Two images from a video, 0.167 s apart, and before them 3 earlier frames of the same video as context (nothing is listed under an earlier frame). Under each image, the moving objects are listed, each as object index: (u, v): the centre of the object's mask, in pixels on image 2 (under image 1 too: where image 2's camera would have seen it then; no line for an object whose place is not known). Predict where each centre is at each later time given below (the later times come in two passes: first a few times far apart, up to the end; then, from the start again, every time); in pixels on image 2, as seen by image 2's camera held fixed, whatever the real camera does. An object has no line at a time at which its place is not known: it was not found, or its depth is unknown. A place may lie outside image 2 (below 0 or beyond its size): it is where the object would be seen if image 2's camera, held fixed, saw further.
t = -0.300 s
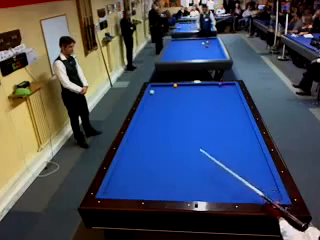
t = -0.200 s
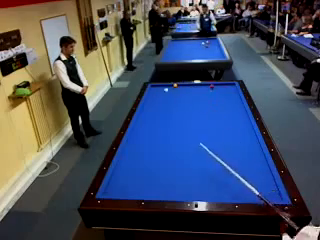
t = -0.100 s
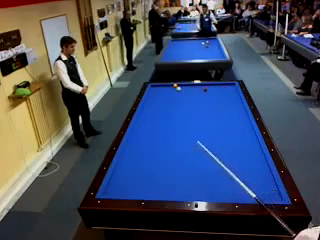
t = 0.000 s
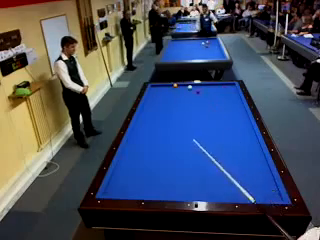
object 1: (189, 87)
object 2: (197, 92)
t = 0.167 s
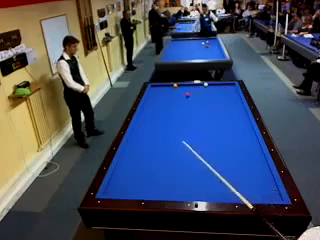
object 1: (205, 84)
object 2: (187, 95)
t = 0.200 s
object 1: (208, 84)
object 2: (186, 95)
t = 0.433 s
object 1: (223, 85)
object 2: (167, 102)
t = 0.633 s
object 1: (232, 86)
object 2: (152, 108)
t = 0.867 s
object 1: (222, 87)
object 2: (145, 114)
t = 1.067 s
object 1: (214, 88)
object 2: (151, 121)
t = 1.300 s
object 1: (206, 89)
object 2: (160, 129)
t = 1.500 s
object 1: (199, 90)
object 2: (169, 137)
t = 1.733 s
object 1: (191, 91)
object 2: (180, 147)
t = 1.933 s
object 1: (183, 91)
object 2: (190, 157)
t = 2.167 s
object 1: (175, 92)
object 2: (204, 172)
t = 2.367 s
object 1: (169, 93)
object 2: (218, 184)
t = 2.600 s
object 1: (161, 93)
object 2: (236, 195)
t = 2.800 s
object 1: (154, 94)
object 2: (250, 187)
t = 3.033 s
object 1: (149, 95)
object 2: (264, 178)
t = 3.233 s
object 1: (152, 95)
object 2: (263, 171)
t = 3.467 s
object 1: (157, 96)
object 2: (251, 163)
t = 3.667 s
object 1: (160, 96)
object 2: (242, 157)
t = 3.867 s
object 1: (163, 96)
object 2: (233, 151)
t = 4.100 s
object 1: (167, 96)
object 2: (225, 146)
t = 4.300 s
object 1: (170, 96)
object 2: (218, 141)
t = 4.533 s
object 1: (173, 96)
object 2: (210, 136)
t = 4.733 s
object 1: (176, 97)
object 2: (205, 132)
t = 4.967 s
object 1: (180, 97)
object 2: (198, 128)
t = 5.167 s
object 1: (182, 97)
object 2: (193, 125)
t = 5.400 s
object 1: (185, 98)
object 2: (188, 121)
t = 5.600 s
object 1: (187, 98)
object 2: (183, 118)
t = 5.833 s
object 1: (190, 98)
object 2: (179, 115)
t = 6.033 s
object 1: (192, 98)
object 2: (175, 113)
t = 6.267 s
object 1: (195, 98)
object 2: (171, 110)
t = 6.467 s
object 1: (197, 98)
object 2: (168, 108)
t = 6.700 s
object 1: (199, 99)
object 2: (164, 105)
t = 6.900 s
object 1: (200, 99)
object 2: (161, 103)
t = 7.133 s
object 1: (202, 99)
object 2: (158, 102)
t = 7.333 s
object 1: (204, 99)
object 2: (155, 100)
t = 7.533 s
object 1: (205, 99)
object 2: (152, 99)
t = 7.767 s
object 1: (206, 99)
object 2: (150, 97)
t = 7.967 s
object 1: (207, 99)
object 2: (148, 96)
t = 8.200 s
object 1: (209, 99)
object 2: (149, 94)
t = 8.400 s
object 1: (209, 99)
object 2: (151, 93)
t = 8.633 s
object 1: (210, 100)
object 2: (153, 92)
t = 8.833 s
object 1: (210, 99)
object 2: (154, 92)
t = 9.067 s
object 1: (211, 100)
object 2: (156, 91)
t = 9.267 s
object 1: (211, 100)
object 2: (157, 90)
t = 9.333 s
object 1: (211, 100)
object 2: (157, 90)
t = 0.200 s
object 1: (208, 84)
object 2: (186, 95)
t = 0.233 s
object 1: (210, 84)
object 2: (182, 97)
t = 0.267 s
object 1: (212, 84)
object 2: (180, 98)
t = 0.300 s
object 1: (214, 84)
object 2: (177, 98)
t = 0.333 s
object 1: (217, 85)
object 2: (175, 99)
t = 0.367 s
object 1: (219, 85)
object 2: (173, 100)
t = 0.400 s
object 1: (221, 85)
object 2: (170, 101)
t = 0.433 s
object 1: (223, 85)
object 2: (167, 102)
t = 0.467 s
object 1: (226, 86)
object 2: (165, 103)
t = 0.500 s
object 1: (228, 85)
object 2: (162, 103)
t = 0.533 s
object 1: (231, 86)
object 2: (160, 104)
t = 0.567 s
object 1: (233, 86)
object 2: (157, 106)
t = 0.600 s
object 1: (233, 86)
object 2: (155, 107)
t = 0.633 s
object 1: (232, 86)
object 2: (152, 108)
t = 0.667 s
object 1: (230, 86)
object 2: (149, 108)
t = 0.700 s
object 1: (228, 86)
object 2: (146, 109)
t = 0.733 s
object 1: (227, 87)
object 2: (144, 111)
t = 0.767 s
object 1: (226, 87)
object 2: (141, 111)
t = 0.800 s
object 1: (225, 87)
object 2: (142, 112)
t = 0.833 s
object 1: (223, 87)
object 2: (143, 113)
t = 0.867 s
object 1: (222, 87)
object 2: (145, 114)
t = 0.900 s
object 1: (221, 87)
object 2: (146, 115)
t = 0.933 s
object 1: (220, 87)
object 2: (148, 116)
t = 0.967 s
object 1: (218, 88)
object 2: (148, 117)
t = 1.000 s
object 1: (217, 88)
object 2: (149, 119)
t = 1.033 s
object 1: (216, 88)
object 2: (151, 119)
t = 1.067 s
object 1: (214, 88)
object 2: (151, 121)
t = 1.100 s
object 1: (213, 88)
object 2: (153, 122)
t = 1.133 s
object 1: (212, 88)
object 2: (154, 123)
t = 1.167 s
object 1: (211, 88)
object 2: (155, 124)
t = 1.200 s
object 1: (210, 89)
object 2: (156, 125)
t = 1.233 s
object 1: (208, 89)
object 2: (157, 127)
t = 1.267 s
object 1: (207, 89)
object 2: (159, 128)
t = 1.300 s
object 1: (206, 89)
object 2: (160, 129)
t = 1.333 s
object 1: (205, 89)
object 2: (162, 130)
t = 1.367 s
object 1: (203, 89)
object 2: (163, 132)
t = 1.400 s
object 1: (203, 89)
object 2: (164, 133)
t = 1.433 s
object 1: (202, 89)
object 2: (166, 134)
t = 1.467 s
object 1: (200, 90)
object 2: (167, 136)
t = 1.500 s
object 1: (199, 90)
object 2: (169, 137)
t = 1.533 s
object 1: (198, 90)
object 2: (170, 138)
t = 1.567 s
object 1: (196, 90)
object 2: (172, 140)
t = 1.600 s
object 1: (195, 90)
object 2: (173, 141)
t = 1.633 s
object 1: (194, 90)
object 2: (174, 143)
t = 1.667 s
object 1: (193, 90)
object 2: (176, 144)
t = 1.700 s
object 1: (192, 91)
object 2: (178, 146)
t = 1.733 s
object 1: (191, 91)
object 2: (180, 147)
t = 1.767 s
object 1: (189, 91)
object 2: (181, 149)
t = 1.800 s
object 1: (188, 91)
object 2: (183, 151)
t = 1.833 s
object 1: (187, 91)
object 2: (185, 153)
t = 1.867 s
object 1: (186, 91)
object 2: (186, 154)
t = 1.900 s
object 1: (185, 91)
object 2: (188, 156)
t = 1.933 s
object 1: (183, 91)
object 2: (190, 157)
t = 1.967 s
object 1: (182, 91)
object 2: (192, 159)
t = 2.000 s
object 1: (181, 92)
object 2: (194, 161)
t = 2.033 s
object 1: (180, 92)
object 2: (196, 163)
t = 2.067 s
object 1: (179, 92)
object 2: (198, 165)
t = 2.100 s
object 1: (178, 92)
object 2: (200, 167)
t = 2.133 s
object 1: (176, 92)
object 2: (202, 169)
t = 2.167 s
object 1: (175, 92)
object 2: (204, 172)
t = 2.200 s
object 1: (174, 92)
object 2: (207, 173)
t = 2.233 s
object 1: (173, 92)
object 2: (209, 175)
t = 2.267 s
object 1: (172, 93)
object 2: (211, 178)
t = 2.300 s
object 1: (171, 93)
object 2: (214, 180)
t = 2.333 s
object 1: (170, 93)
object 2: (216, 182)
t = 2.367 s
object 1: (169, 93)
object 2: (218, 184)
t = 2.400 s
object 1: (167, 93)
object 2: (221, 187)
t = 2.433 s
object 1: (166, 93)
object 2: (223, 189)
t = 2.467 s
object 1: (165, 93)
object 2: (227, 192)
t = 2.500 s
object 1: (164, 93)
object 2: (229, 194)
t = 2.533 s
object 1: (163, 93)
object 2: (232, 196)
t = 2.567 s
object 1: (162, 93)
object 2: (234, 196)
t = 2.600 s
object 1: (161, 93)
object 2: (236, 195)
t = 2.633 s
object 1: (159, 93)
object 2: (238, 194)
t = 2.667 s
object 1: (158, 94)
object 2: (241, 192)
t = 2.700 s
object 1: (157, 94)
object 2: (243, 191)
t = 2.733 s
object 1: (156, 94)
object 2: (245, 190)
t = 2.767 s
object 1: (155, 94)
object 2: (247, 188)
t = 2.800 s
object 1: (154, 94)
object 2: (250, 187)
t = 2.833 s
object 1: (153, 94)
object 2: (252, 185)
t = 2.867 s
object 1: (151, 94)
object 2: (254, 184)
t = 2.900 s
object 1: (151, 94)
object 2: (256, 183)
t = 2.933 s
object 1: (150, 94)
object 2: (258, 181)
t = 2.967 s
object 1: (148, 95)
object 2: (260, 180)
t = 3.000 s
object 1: (148, 95)
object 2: (262, 179)
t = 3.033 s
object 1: (149, 95)
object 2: (264, 178)
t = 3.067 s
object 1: (150, 95)
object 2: (266, 177)
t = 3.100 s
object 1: (150, 95)
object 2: (268, 175)
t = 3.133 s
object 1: (151, 95)
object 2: (268, 174)
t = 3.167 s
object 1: (151, 95)
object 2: (266, 173)
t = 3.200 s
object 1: (152, 95)
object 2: (264, 172)
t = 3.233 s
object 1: (152, 95)
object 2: (263, 171)
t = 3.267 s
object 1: (153, 95)
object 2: (261, 169)
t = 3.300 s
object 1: (153, 95)
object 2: (259, 168)
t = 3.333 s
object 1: (154, 95)
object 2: (257, 167)
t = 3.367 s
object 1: (155, 95)
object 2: (256, 166)
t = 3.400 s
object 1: (155, 95)
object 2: (254, 165)
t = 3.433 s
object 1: (156, 95)
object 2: (252, 164)
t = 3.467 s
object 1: (157, 96)
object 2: (251, 163)
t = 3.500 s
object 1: (157, 96)
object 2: (249, 162)
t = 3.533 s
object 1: (157, 95)
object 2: (248, 160)
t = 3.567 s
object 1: (158, 96)
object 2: (246, 159)
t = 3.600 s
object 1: (159, 96)
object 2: (245, 159)
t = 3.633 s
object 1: (159, 96)
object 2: (244, 157)
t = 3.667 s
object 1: (160, 96)
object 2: (242, 157)
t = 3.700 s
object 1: (160, 96)
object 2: (240, 156)
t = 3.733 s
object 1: (161, 96)
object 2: (239, 155)
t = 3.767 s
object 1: (162, 96)
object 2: (237, 154)
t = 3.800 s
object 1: (162, 96)
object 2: (236, 153)
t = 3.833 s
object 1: (163, 96)
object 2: (235, 152)
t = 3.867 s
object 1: (163, 96)
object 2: (233, 151)
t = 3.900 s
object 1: (164, 96)
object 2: (232, 150)
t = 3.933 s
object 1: (164, 96)
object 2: (231, 149)
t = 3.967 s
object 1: (165, 96)
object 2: (229, 148)
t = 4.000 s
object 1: (165, 96)
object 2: (228, 148)
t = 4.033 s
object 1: (166, 96)
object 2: (227, 147)
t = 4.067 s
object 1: (166, 96)
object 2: (226, 147)
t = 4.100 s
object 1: (167, 96)
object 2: (225, 146)
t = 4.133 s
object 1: (167, 96)
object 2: (224, 145)
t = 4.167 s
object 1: (168, 96)
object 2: (222, 144)
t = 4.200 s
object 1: (168, 96)
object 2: (221, 143)
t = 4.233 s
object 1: (169, 96)
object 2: (220, 142)
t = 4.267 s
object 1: (169, 96)
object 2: (219, 142)
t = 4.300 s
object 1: (170, 96)
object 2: (218, 141)
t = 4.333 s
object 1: (170, 96)
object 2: (217, 140)
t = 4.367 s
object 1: (171, 96)
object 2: (216, 139)
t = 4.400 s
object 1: (171, 96)
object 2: (215, 139)
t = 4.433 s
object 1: (172, 96)
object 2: (214, 138)
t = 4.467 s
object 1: (172, 96)
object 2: (212, 138)
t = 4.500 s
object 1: (173, 97)
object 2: (212, 137)
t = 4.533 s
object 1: (173, 96)
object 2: (210, 136)
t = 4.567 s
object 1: (173, 97)
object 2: (210, 136)
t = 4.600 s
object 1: (174, 97)
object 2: (209, 135)
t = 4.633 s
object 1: (175, 97)
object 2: (208, 134)
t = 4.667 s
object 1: (175, 97)
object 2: (207, 134)
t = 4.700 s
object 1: (175, 97)
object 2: (205, 133)
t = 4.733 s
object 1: (176, 97)
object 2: (205, 132)
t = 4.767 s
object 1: (176, 97)
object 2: (204, 131)
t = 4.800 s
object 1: (177, 97)
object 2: (203, 131)
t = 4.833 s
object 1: (178, 97)
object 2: (202, 131)
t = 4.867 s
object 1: (178, 97)
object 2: (201, 130)
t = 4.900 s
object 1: (179, 97)
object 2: (200, 129)
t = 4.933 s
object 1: (179, 97)
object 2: (199, 129)
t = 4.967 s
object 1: (180, 97)
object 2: (198, 128)
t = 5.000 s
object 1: (180, 97)
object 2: (197, 128)
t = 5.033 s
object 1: (180, 97)
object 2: (196, 127)
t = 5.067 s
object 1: (181, 97)
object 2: (196, 126)
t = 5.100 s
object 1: (181, 97)
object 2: (195, 126)
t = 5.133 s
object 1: (182, 97)
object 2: (194, 125)
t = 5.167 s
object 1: (182, 97)
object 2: (193, 125)
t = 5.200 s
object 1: (183, 97)
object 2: (192, 124)
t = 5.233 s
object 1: (183, 97)
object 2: (192, 123)
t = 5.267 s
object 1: (183, 97)
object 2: (191, 123)
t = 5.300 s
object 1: (184, 98)
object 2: (190, 122)
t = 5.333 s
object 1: (184, 98)
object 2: (189, 122)
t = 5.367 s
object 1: (185, 97)
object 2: (189, 122)
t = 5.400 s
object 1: (185, 98)
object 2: (188, 121)
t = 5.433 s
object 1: (185, 98)
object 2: (187, 121)
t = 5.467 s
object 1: (186, 97)
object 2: (186, 120)
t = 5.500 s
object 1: (186, 98)
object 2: (186, 120)
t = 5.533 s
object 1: (187, 98)
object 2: (185, 119)
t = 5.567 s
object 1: (187, 98)
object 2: (184, 119)
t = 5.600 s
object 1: (187, 98)
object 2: (183, 118)
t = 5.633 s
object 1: (188, 98)
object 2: (183, 118)
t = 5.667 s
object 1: (188, 98)
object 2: (182, 117)
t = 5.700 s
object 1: (189, 98)
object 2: (182, 117)
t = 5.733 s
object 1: (189, 98)
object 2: (181, 117)
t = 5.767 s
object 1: (189, 98)
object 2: (180, 116)
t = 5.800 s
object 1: (190, 98)
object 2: (179, 115)
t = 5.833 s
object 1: (190, 98)
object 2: (179, 115)
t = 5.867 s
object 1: (191, 98)
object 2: (178, 115)
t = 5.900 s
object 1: (191, 98)
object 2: (178, 115)
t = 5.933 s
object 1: (191, 98)
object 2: (177, 114)
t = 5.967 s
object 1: (191, 98)
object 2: (176, 114)
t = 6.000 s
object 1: (192, 98)
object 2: (176, 114)
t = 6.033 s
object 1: (192, 98)
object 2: (175, 113)
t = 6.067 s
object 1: (193, 98)
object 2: (174, 113)
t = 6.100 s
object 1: (193, 98)
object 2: (174, 112)
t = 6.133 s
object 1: (194, 98)
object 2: (173, 111)
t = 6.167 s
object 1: (194, 98)
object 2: (173, 111)
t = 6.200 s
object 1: (194, 98)
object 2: (172, 111)
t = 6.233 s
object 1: (195, 98)
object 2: (171, 110)
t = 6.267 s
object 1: (195, 98)
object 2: (171, 110)
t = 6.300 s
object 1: (195, 98)
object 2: (170, 110)
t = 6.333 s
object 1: (195, 98)
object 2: (170, 109)
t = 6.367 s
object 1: (196, 98)
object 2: (169, 109)
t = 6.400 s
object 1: (196, 98)
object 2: (169, 109)
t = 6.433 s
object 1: (196, 98)
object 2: (168, 108)
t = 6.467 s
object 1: (197, 98)
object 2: (168, 108)
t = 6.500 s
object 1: (197, 98)
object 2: (167, 107)
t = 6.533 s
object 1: (197, 98)
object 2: (166, 107)
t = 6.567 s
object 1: (197, 98)
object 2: (166, 107)
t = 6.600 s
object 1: (198, 98)
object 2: (165, 106)
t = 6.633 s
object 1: (198, 98)
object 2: (165, 106)
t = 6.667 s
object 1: (199, 99)
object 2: (164, 106)
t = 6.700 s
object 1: (199, 99)
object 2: (164, 105)
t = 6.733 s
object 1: (199, 99)
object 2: (163, 105)
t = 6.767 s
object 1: (199, 99)
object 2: (163, 105)
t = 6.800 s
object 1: (200, 99)
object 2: (163, 105)
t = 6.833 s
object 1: (200, 99)
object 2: (162, 104)
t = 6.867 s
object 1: (200, 98)
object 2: (162, 104)
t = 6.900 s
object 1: (200, 99)
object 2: (161, 103)
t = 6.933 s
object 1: (201, 99)
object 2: (161, 103)
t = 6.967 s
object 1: (201, 99)
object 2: (161, 103)
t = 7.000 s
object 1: (201, 99)
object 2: (160, 103)
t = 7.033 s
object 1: (201, 99)
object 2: (160, 103)
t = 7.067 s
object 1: (202, 99)
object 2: (160, 102)
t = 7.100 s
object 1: (202, 99)
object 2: (158, 102)
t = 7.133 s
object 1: (202, 99)
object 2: (158, 102)
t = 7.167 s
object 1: (202, 99)
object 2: (157, 102)
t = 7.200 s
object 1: (203, 99)
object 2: (157, 101)
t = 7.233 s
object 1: (203, 99)
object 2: (156, 101)
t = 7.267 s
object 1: (203, 99)
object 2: (156, 100)
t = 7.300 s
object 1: (203, 99)
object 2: (155, 100)
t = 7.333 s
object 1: (204, 99)
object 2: (155, 100)
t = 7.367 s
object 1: (204, 99)
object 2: (155, 100)
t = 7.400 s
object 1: (204, 99)
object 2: (154, 100)
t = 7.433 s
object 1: (204, 99)
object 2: (154, 100)
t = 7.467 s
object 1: (205, 99)
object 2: (153, 99)
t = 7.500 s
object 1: (205, 99)
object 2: (153, 99)
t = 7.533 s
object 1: (205, 99)
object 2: (152, 99)
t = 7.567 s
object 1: (205, 99)
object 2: (152, 98)
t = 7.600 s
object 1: (205, 99)
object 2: (152, 98)
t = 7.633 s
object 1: (205, 99)
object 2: (152, 98)
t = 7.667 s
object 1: (206, 99)
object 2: (152, 98)
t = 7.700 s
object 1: (206, 99)
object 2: (151, 98)
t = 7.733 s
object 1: (206, 99)
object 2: (150, 97)
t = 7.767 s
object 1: (206, 99)
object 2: (150, 97)
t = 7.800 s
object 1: (206, 99)
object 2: (150, 97)
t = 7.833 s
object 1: (207, 99)
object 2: (149, 97)
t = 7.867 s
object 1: (207, 99)
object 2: (149, 97)
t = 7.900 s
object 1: (207, 99)
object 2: (149, 97)
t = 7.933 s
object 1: (207, 99)
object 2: (149, 96)
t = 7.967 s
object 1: (207, 99)
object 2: (148, 96)
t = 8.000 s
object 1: (207, 99)
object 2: (148, 96)
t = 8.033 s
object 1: (207, 99)
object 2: (148, 95)
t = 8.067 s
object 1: (208, 99)
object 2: (148, 95)
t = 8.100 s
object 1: (208, 99)
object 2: (148, 95)
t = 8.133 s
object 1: (208, 99)
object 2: (149, 95)
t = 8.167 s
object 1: (208, 99)
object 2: (149, 94)
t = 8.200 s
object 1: (209, 99)
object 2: (149, 94)
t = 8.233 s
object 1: (209, 99)
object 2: (149, 94)
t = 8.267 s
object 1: (209, 99)
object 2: (150, 94)
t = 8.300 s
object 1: (209, 99)
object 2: (150, 94)
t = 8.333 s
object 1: (209, 99)
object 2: (151, 94)
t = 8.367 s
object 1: (209, 99)
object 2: (151, 93)
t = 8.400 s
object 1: (209, 99)
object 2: (151, 93)
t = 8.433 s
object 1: (210, 100)
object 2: (151, 93)
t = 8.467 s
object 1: (210, 100)
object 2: (152, 93)
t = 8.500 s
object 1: (210, 100)
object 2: (152, 93)
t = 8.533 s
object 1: (210, 100)
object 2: (152, 93)
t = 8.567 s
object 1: (210, 100)
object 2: (152, 93)
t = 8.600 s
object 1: (210, 100)
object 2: (153, 93)
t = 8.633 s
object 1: (210, 100)
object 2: (153, 92)
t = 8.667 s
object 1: (210, 99)
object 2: (153, 92)
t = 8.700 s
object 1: (210, 99)
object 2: (153, 92)
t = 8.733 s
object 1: (210, 99)
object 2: (154, 92)
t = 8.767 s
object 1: (210, 99)
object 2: (154, 92)
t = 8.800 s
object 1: (210, 99)
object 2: (154, 92)
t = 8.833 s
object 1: (210, 99)
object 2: (154, 92)
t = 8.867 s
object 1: (210, 99)
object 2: (155, 92)
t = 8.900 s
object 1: (210, 99)
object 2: (155, 92)
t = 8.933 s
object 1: (210, 99)
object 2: (155, 91)
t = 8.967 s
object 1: (211, 100)
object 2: (155, 91)
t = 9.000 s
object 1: (210, 99)
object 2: (156, 91)
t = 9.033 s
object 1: (211, 100)
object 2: (155, 91)
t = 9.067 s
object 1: (211, 100)
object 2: (156, 91)
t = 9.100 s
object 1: (211, 100)
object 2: (156, 91)
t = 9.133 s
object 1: (211, 100)
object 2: (157, 91)
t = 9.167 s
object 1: (211, 100)
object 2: (157, 90)
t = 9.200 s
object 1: (211, 100)
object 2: (157, 90)
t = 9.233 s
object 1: (211, 100)
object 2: (157, 90)
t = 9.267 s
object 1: (211, 100)
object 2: (157, 90)
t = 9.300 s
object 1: (211, 100)
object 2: (157, 90)
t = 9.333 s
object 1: (211, 100)
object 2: (157, 90)
